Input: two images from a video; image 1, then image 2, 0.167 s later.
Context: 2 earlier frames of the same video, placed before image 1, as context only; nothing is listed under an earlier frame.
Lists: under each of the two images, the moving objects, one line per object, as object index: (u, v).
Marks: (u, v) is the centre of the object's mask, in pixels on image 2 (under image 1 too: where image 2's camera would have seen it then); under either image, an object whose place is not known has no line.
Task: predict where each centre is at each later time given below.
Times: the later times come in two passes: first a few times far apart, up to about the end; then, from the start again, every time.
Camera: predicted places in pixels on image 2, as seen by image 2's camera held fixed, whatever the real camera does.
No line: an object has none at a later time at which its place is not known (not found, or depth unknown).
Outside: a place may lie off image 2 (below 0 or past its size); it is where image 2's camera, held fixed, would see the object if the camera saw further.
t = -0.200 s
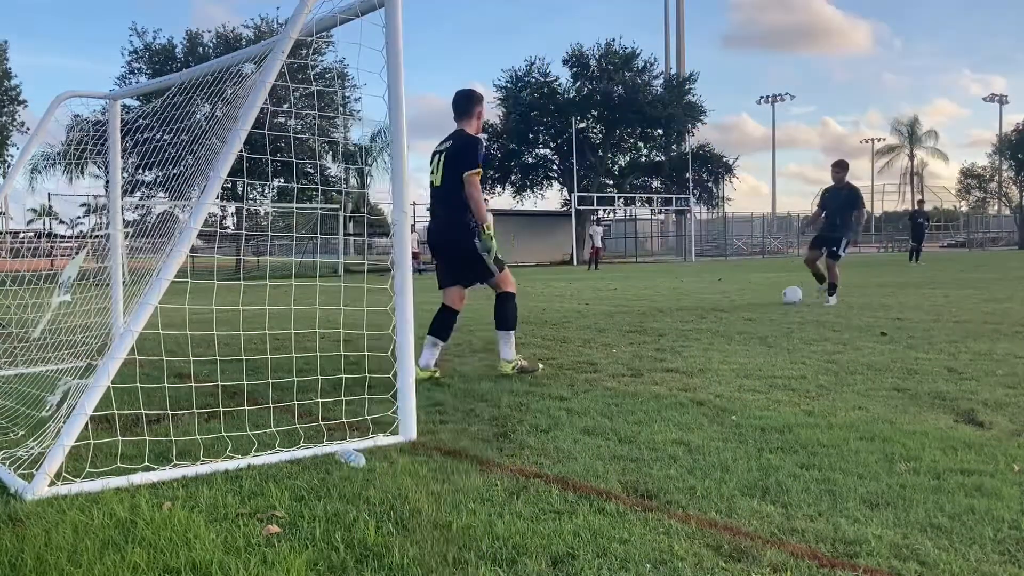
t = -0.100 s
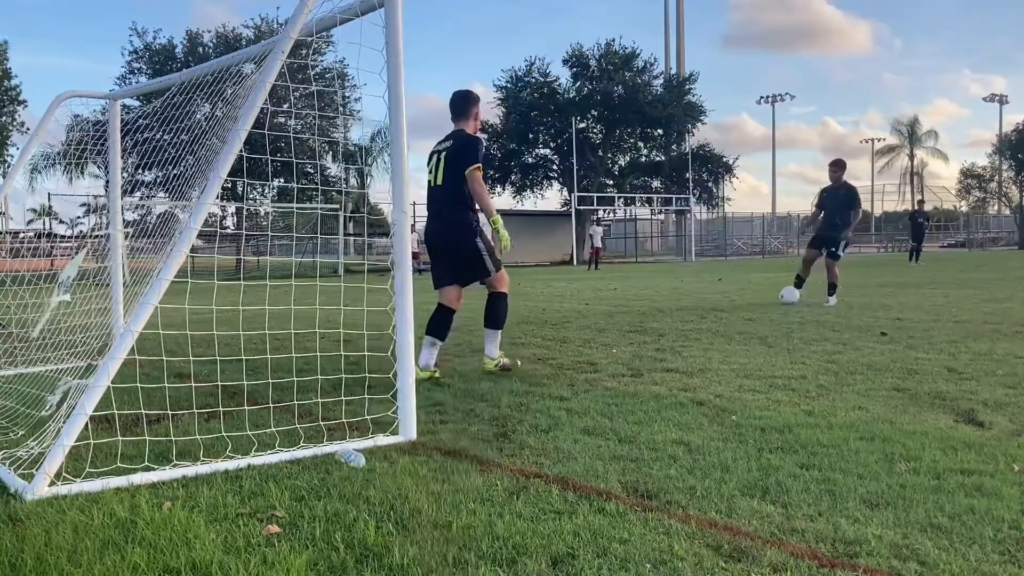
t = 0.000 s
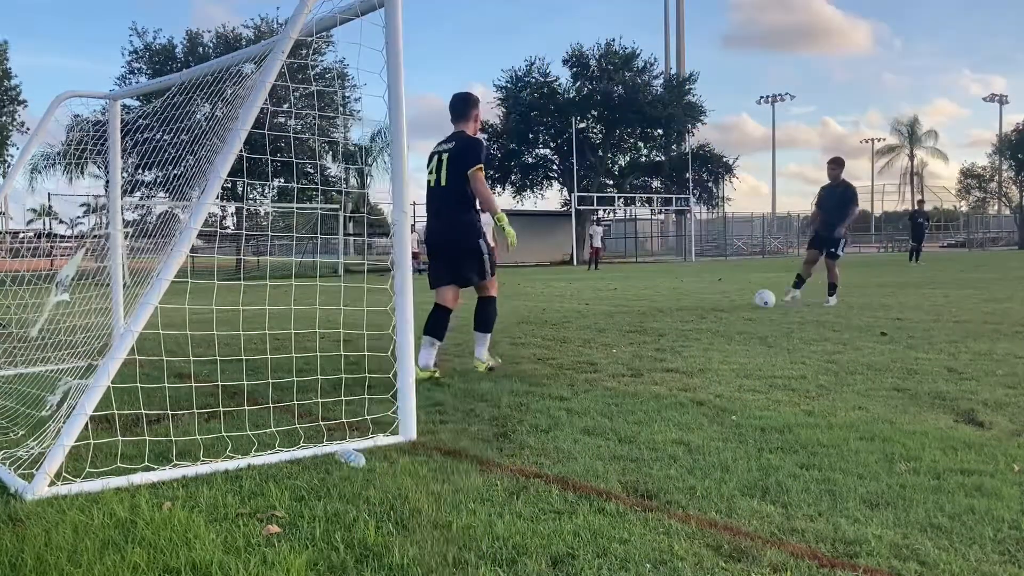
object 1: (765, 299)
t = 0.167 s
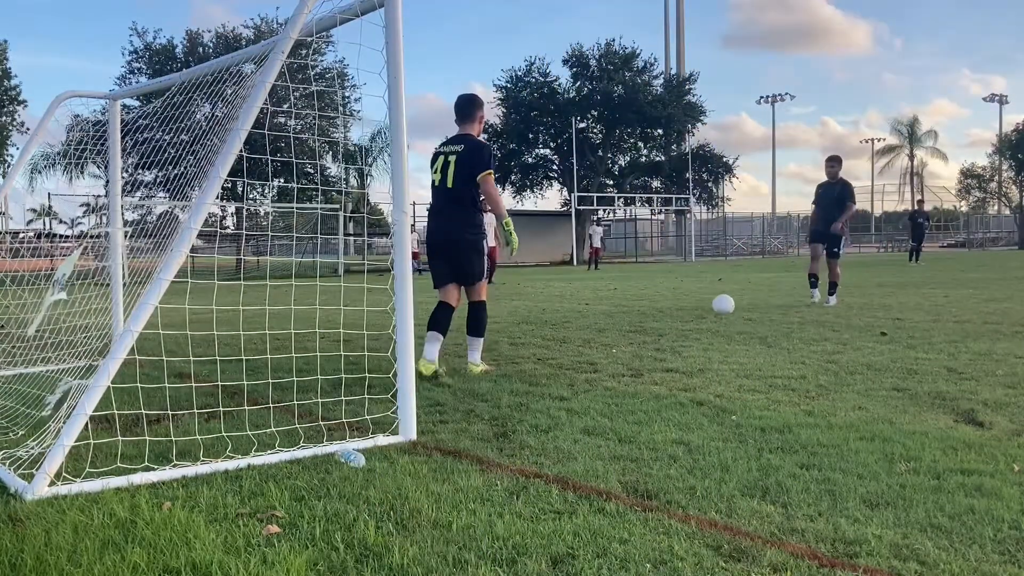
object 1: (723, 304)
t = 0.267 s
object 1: (699, 310)
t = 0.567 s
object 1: (642, 318)
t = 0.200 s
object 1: (715, 306)
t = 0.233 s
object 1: (707, 308)
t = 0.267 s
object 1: (699, 310)
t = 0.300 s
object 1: (692, 310)
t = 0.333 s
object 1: (686, 307)
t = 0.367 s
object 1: (680, 306)
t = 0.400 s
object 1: (674, 306)
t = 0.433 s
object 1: (668, 306)
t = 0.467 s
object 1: (661, 309)
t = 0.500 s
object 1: (655, 312)
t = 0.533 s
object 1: (648, 317)
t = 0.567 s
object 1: (642, 318)
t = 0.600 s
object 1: (636, 319)
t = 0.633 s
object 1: (629, 320)
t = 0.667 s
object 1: (623, 322)
